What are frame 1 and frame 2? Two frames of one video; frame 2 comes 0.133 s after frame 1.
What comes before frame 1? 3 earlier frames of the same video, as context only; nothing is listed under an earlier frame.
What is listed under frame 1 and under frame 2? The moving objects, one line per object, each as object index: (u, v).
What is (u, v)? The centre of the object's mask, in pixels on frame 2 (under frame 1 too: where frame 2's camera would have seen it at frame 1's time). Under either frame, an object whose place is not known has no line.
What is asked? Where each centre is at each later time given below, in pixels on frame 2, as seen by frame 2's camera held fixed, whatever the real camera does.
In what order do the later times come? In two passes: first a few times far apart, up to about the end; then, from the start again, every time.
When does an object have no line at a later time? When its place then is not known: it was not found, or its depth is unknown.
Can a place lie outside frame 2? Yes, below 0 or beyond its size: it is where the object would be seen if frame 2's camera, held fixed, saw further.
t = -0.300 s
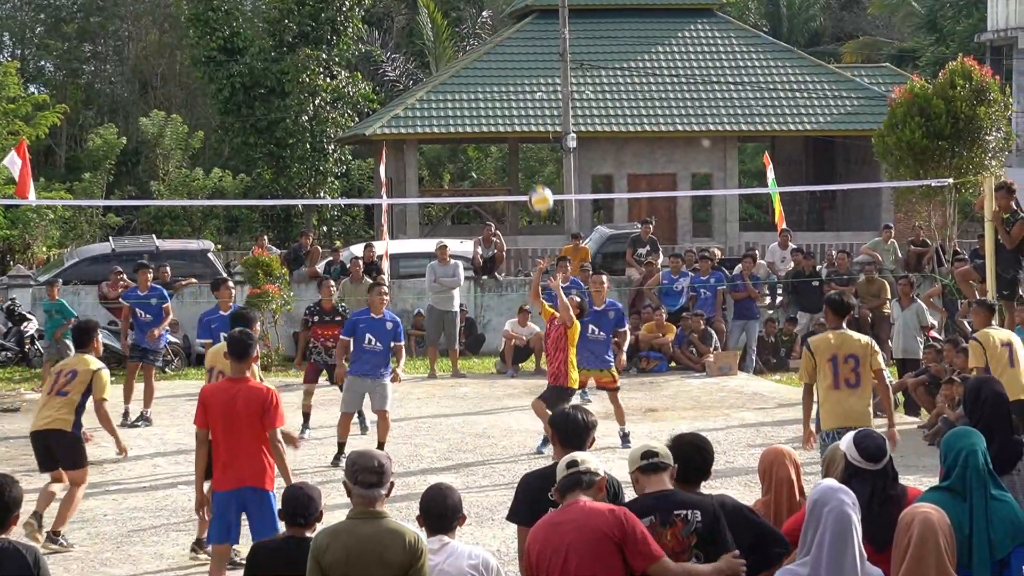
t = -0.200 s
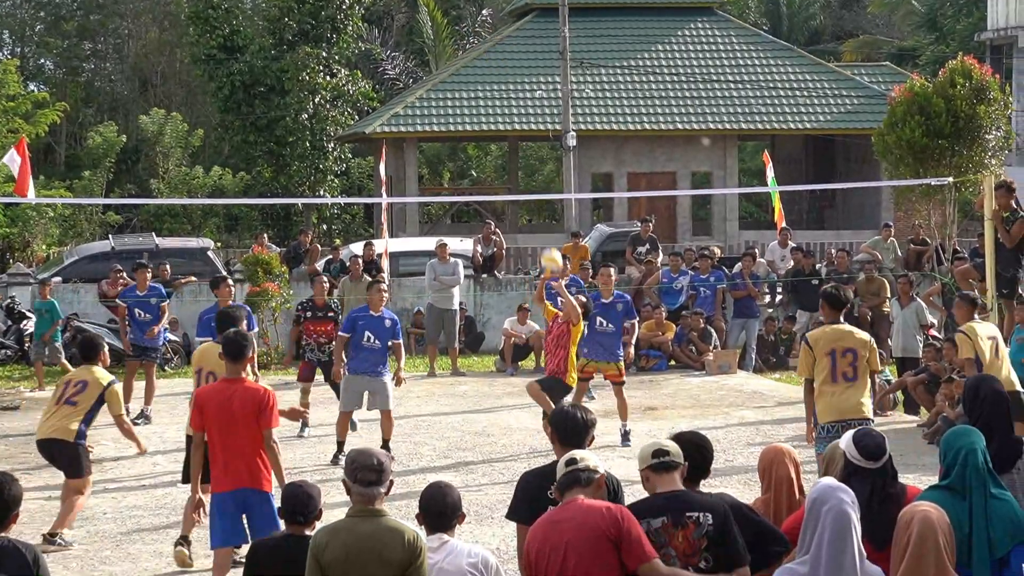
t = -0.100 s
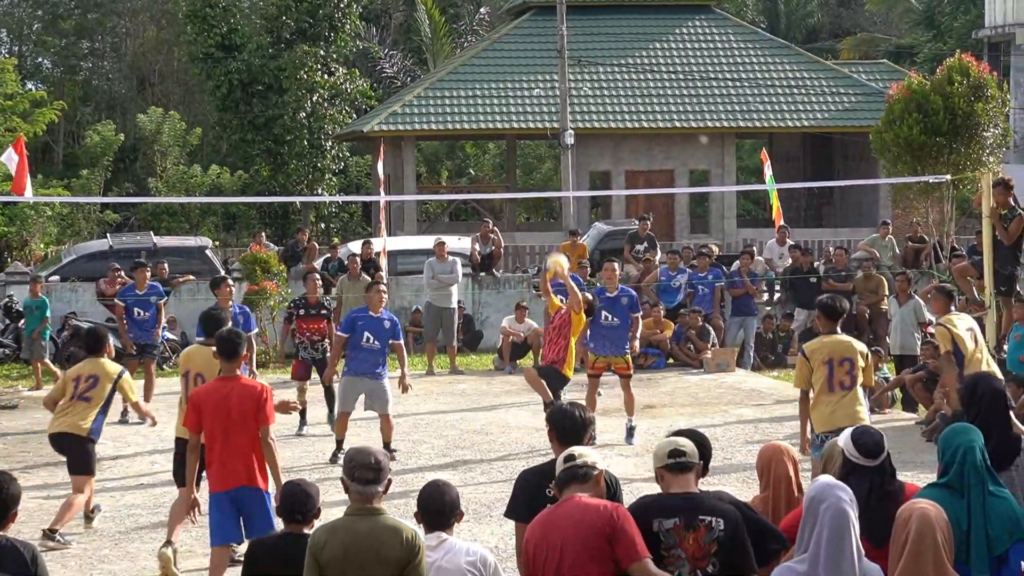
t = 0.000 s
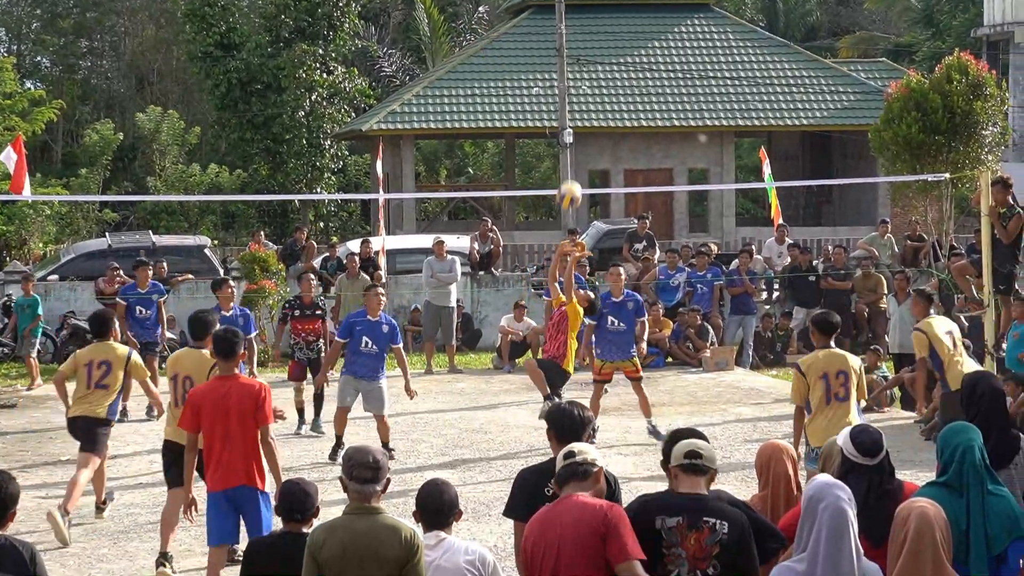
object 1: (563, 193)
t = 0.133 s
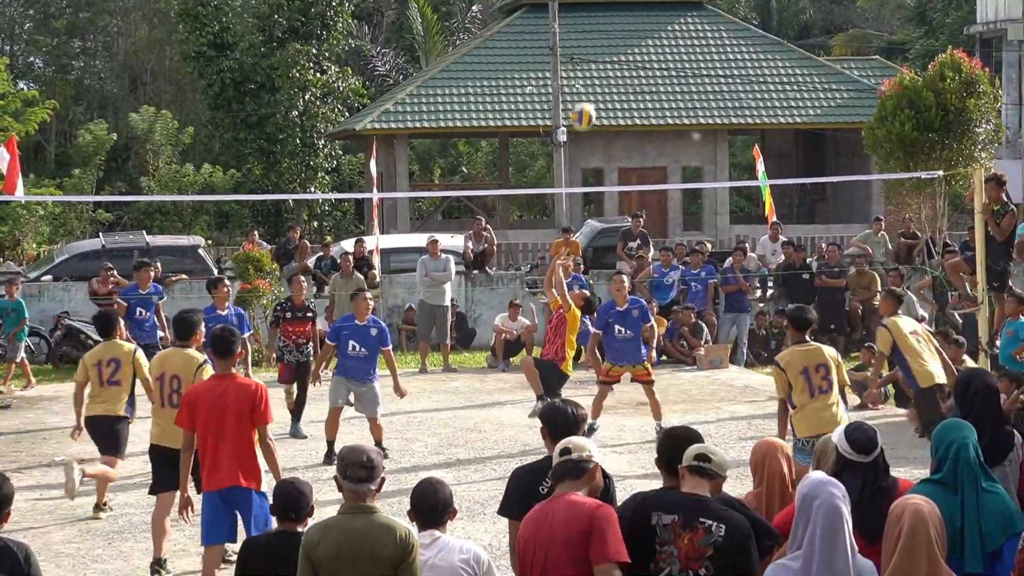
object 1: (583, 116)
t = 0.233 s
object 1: (597, 72)
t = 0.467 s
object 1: (631, 14)
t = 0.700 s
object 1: (662, 16)
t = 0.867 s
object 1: (686, 55)
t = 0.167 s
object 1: (588, 99)
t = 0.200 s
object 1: (592, 84)
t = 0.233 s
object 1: (597, 72)
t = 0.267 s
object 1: (602, 59)
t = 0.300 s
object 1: (607, 49)
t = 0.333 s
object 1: (612, 40)
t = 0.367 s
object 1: (617, 32)
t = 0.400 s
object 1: (622, 24)
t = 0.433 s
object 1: (627, 18)
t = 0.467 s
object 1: (631, 14)
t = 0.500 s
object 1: (636, 11)
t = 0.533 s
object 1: (641, 9)
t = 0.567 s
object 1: (645, 9)
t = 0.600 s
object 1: (648, 9)
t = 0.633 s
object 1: (653, 10)
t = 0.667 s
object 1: (657, 12)
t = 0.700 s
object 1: (662, 16)
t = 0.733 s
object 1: (666, 21)
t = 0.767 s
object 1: (671, 28)
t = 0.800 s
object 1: (676, 35)
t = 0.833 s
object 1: (681, 44)
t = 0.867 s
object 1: (686, 55)
